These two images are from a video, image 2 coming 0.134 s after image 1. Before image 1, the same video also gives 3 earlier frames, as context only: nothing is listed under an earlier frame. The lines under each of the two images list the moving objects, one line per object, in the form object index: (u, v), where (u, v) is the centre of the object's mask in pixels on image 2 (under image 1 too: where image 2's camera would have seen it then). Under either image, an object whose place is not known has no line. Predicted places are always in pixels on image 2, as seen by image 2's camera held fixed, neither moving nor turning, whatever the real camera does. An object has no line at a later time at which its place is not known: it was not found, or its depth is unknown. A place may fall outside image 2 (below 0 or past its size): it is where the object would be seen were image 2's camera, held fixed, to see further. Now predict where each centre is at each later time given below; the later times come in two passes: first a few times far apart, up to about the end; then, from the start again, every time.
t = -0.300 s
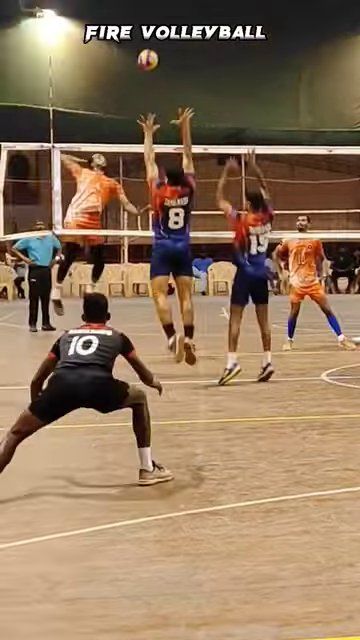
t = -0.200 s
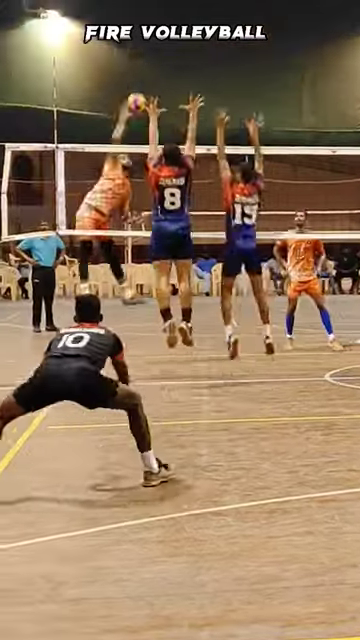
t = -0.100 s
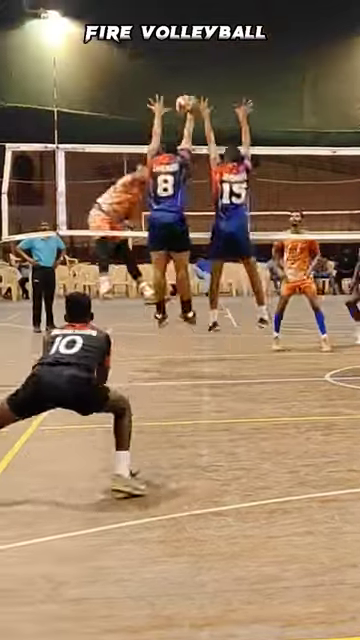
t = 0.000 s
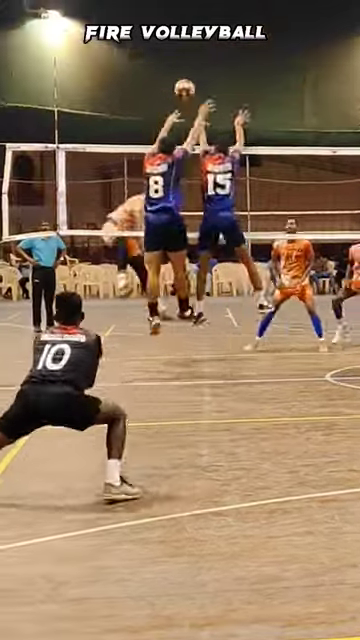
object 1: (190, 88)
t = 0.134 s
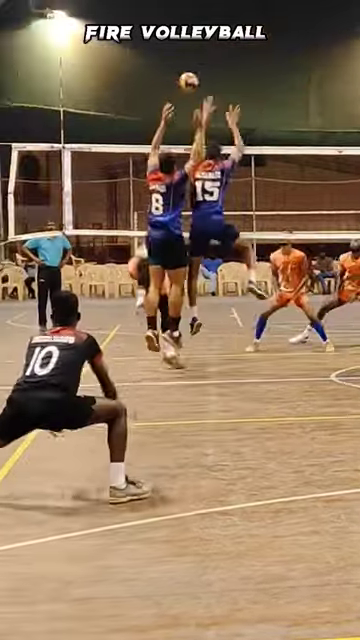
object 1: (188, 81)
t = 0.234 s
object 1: (187, 86)
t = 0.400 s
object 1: (187, 112)
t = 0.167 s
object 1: (187, 83)
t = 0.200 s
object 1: (187, 84)
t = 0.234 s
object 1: (187, 86)
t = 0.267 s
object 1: (187, 90)
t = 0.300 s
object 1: (187, 94)
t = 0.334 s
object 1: (187, 99)
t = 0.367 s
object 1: (187, 105)
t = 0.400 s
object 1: (187, 112)
